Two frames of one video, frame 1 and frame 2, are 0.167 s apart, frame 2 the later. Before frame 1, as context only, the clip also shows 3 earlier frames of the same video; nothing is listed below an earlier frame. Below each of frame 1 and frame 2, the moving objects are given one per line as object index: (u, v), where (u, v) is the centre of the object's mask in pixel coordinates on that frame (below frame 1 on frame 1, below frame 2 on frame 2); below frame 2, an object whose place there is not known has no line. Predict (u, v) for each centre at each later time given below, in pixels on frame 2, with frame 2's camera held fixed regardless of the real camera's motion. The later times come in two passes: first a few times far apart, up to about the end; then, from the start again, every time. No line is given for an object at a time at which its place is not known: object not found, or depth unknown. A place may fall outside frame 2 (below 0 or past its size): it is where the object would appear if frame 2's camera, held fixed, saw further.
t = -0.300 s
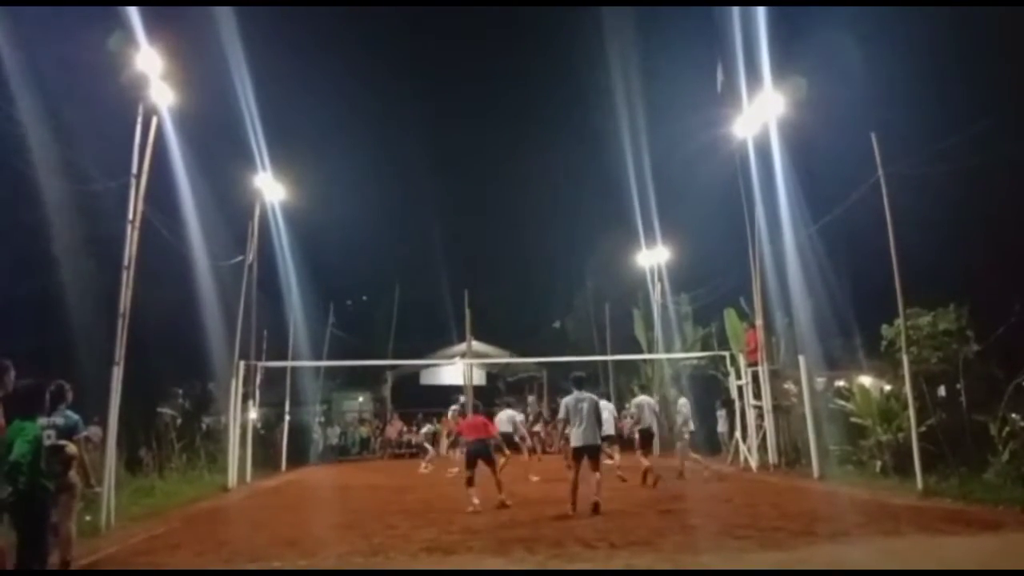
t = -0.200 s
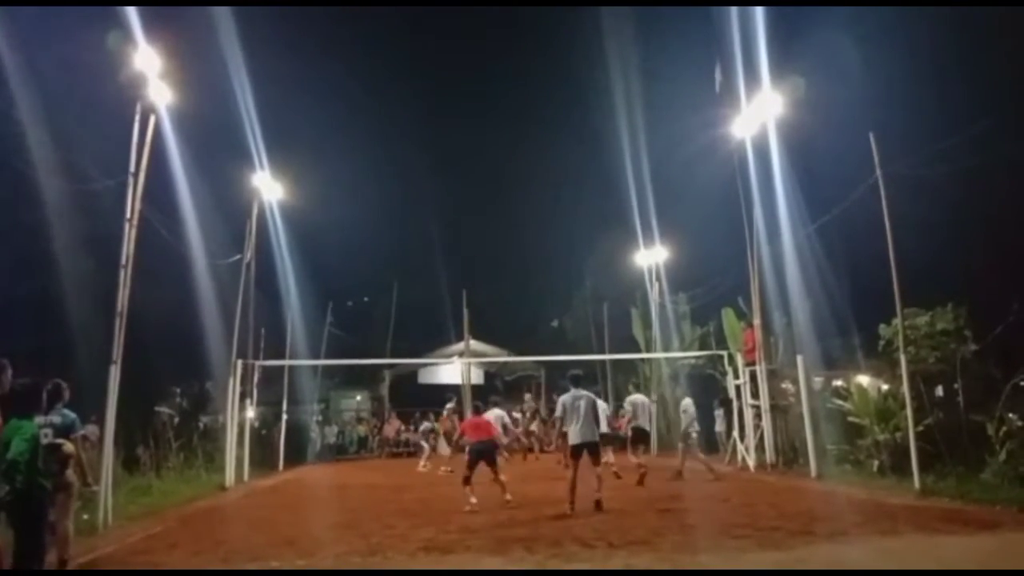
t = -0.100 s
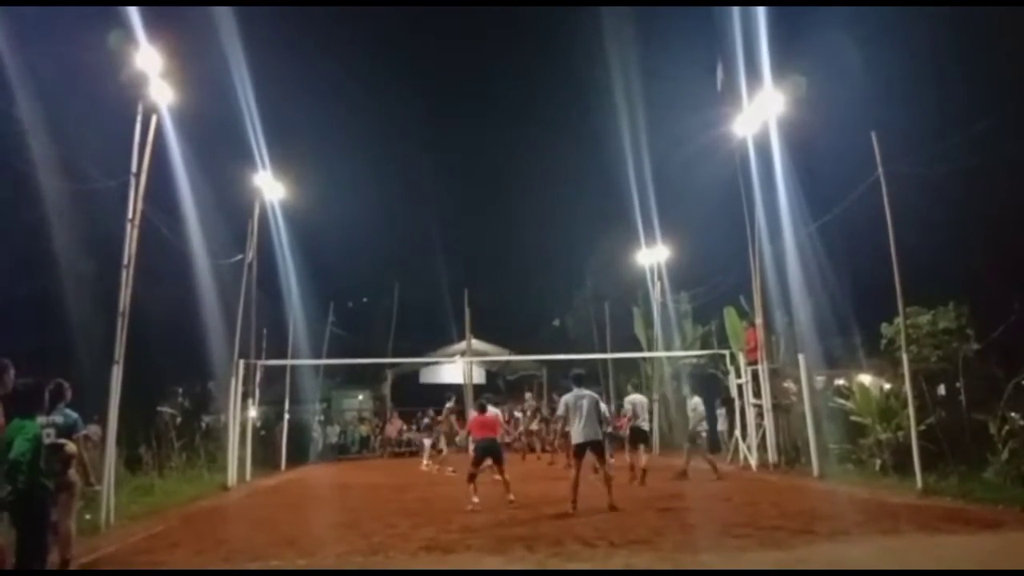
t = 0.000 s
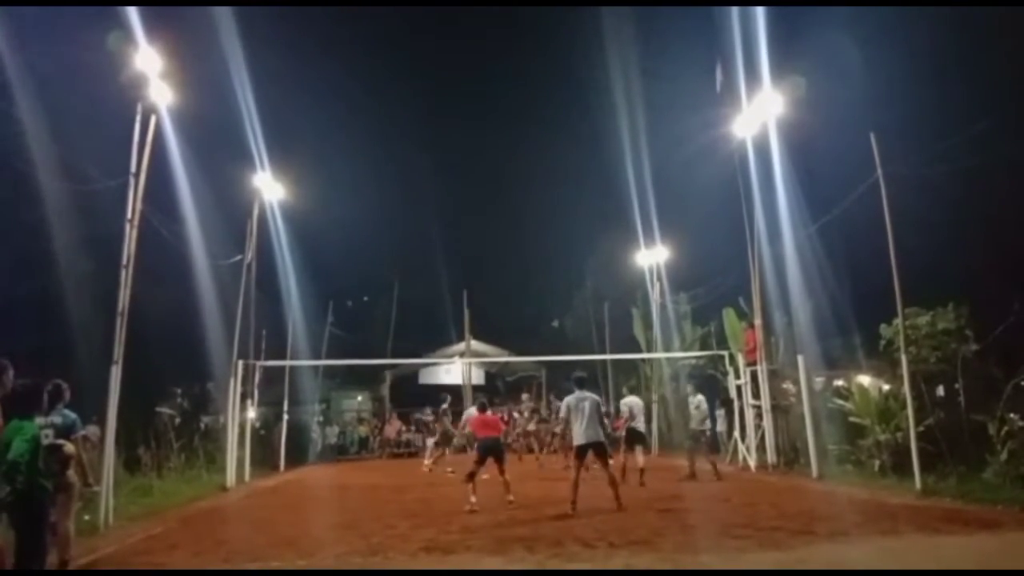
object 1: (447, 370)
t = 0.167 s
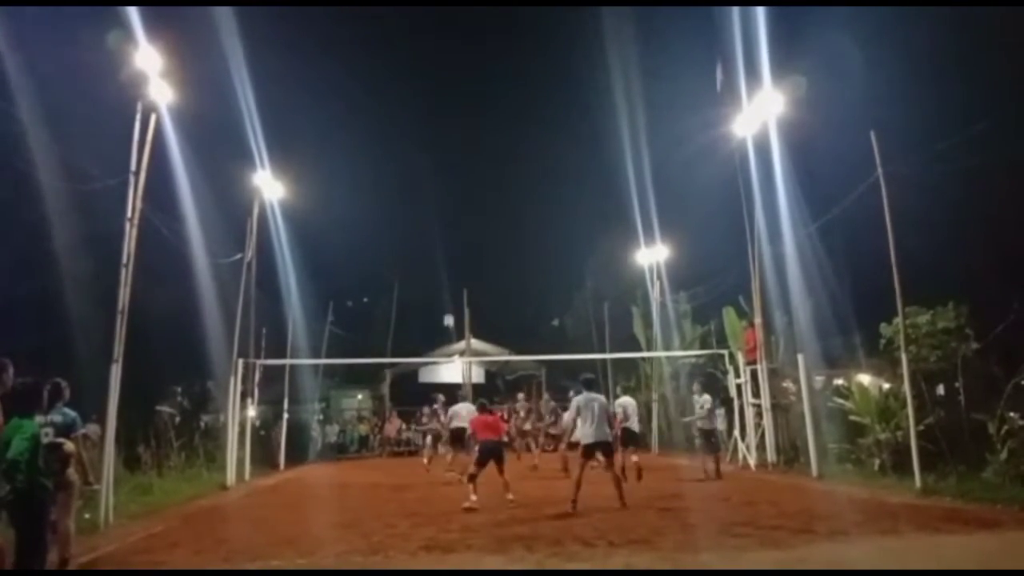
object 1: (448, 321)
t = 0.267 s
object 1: (448, 296)
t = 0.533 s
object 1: (449, 245)
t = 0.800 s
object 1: (449, 225)
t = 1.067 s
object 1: (449, 248)
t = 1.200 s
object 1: (450, 280)
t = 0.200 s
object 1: (449, 312)
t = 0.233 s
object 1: (448, 304)
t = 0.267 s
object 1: (448, 296)
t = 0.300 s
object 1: (448, 288)
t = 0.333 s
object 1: (449, 281)
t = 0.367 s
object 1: (449, 274)
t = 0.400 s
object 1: (449, 267)
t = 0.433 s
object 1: (449, 261)
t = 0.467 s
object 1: (449, 255)
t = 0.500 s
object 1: (449, 250)
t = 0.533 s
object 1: (449, 245)
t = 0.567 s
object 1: (449, 241)
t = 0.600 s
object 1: (449, 237)
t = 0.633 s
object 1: (449, 234)
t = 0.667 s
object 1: (449, 231)
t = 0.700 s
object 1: (449, 228)
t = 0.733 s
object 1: (449, 227)
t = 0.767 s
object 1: (449, 226)
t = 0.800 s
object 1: (449, 225)
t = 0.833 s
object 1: (449, 225)
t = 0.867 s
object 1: (449, 226)
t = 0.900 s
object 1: (449, 227)
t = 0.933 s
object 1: (448, 229)
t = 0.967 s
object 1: (448, 233)
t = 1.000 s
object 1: (448, 237)
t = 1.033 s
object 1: (449, 242)
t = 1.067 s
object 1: (449, 248)
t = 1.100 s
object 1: (449, 254)
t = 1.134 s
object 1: (449, 261)
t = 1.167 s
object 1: (450, 270)
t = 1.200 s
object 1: (450, 280)
